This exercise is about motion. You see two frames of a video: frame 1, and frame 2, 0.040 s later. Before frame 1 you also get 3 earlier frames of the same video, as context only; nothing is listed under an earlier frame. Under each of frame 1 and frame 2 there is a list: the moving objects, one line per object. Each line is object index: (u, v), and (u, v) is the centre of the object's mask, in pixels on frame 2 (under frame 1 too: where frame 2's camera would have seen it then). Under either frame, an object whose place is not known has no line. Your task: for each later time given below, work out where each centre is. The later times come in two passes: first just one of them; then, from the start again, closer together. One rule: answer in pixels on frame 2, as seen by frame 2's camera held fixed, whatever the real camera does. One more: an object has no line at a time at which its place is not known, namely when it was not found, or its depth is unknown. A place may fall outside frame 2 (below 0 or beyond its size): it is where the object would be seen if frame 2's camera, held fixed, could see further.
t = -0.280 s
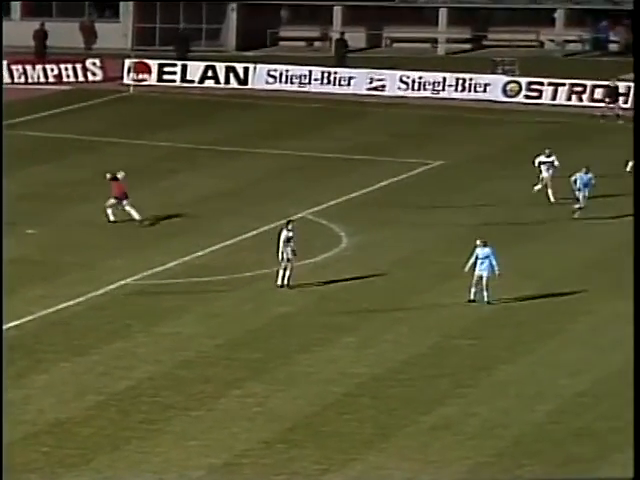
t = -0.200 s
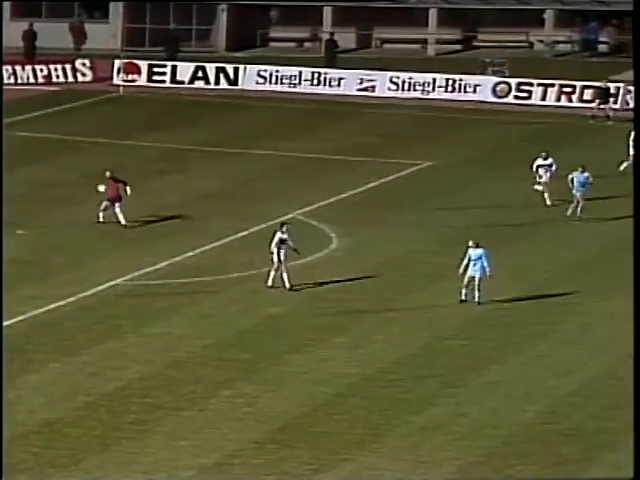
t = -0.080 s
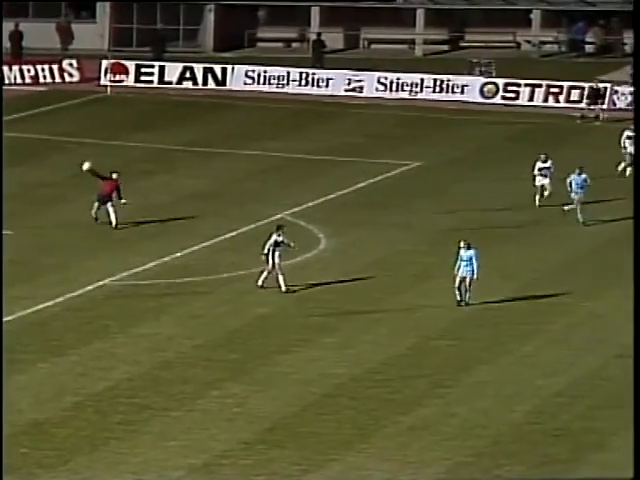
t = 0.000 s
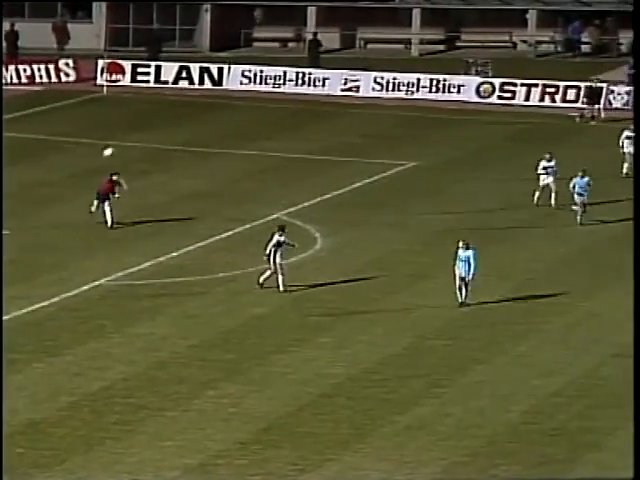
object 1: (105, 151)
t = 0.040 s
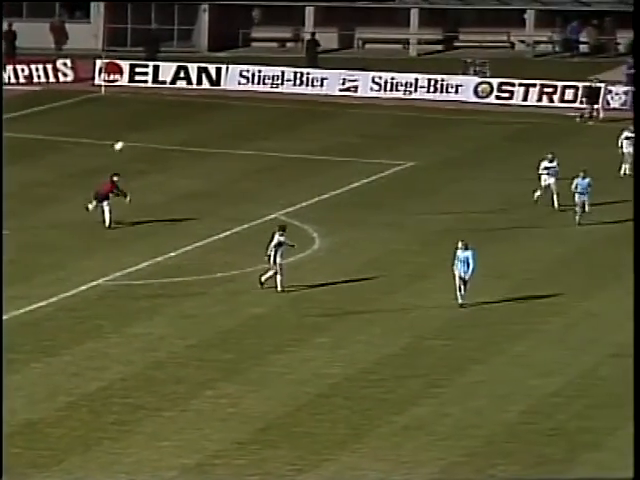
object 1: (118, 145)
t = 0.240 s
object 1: (170, 118)
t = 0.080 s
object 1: (131, 139)
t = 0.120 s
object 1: (141, 134)
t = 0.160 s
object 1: (149, 128)
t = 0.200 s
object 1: (159, 124)
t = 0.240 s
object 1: (170, 118)
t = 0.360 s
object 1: (202, 107)
